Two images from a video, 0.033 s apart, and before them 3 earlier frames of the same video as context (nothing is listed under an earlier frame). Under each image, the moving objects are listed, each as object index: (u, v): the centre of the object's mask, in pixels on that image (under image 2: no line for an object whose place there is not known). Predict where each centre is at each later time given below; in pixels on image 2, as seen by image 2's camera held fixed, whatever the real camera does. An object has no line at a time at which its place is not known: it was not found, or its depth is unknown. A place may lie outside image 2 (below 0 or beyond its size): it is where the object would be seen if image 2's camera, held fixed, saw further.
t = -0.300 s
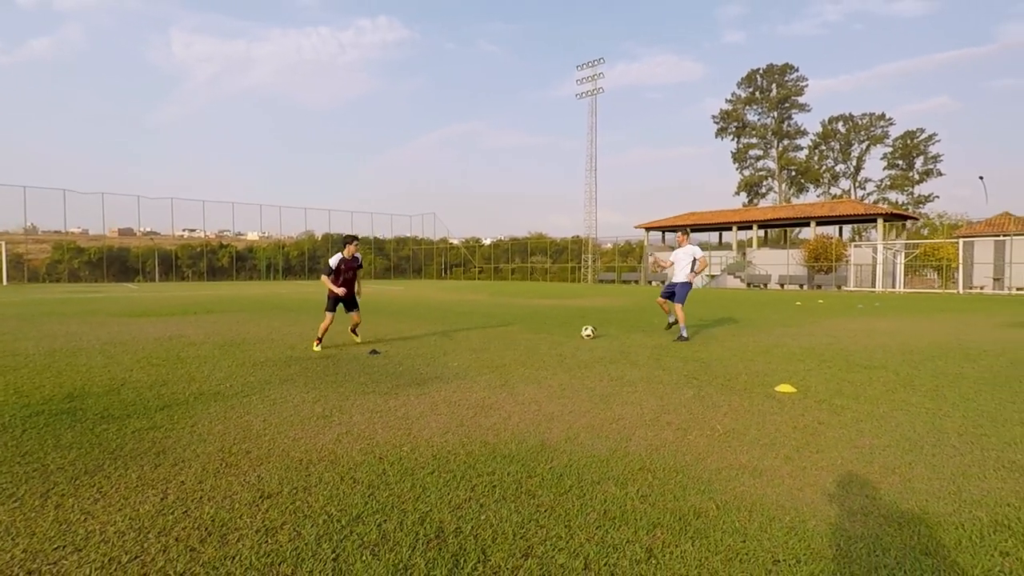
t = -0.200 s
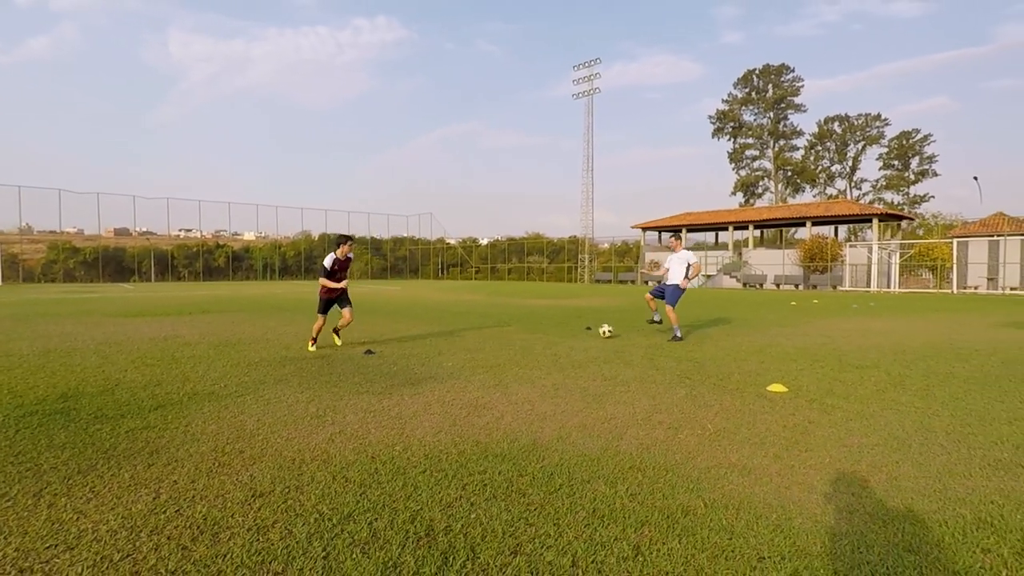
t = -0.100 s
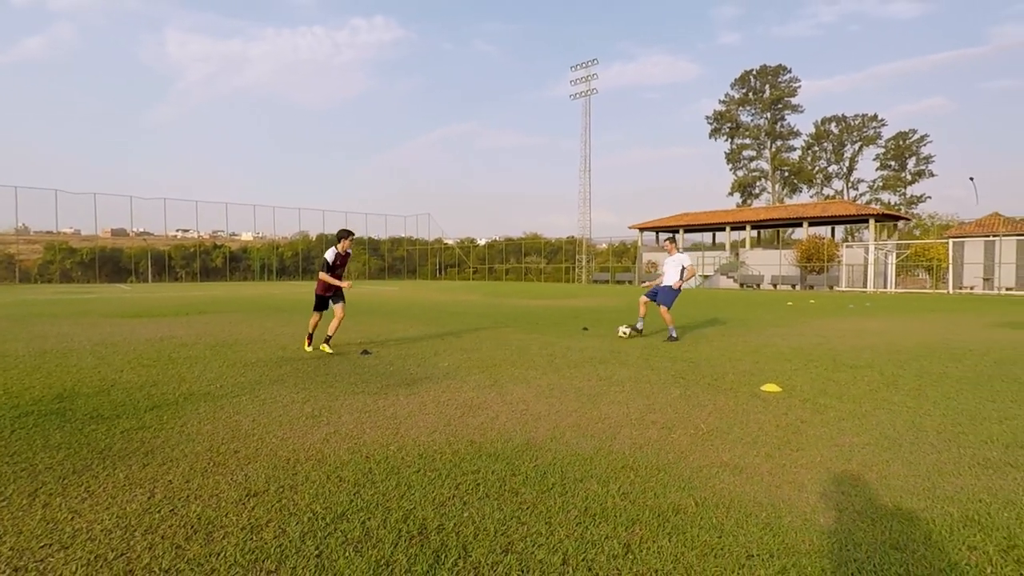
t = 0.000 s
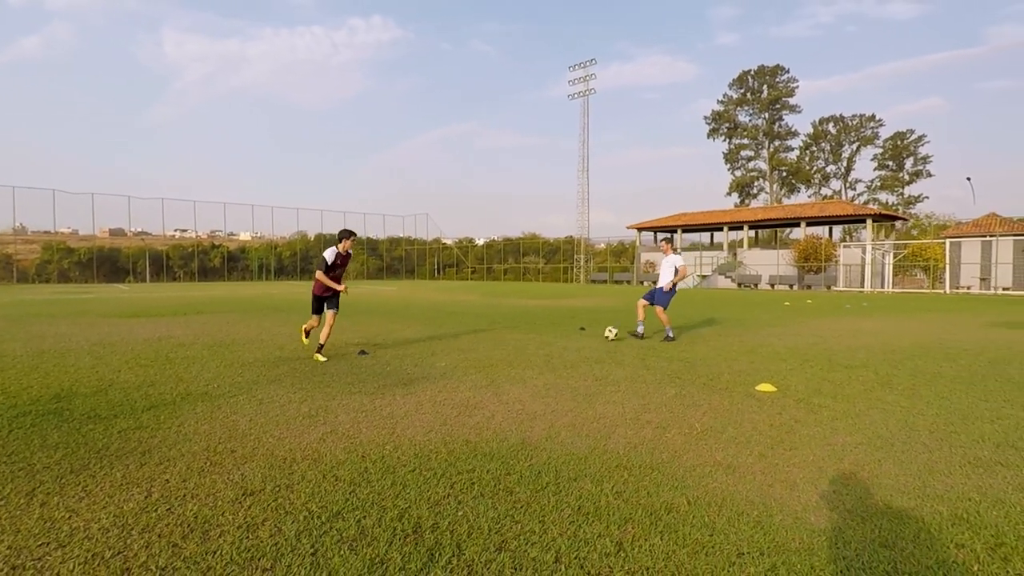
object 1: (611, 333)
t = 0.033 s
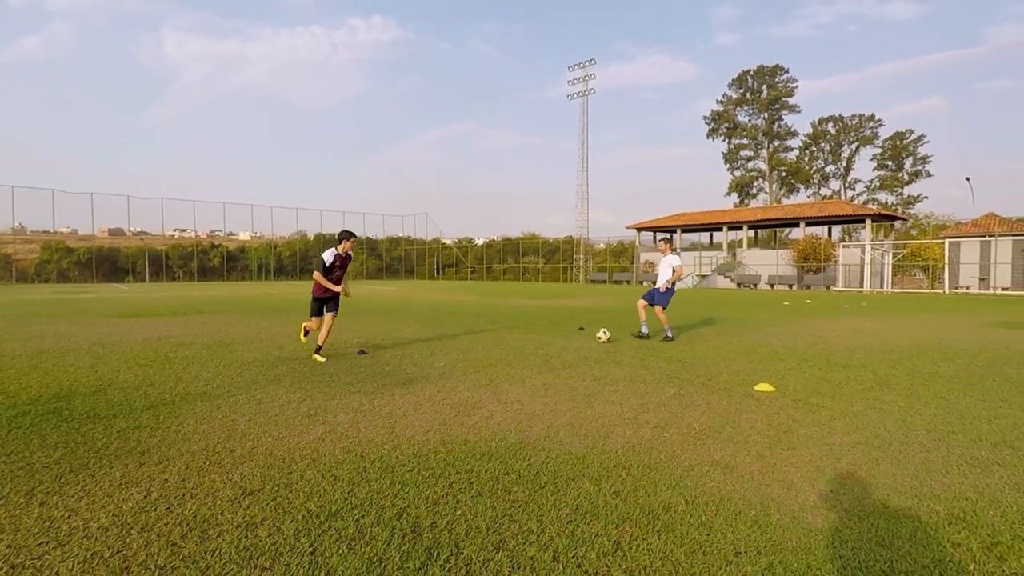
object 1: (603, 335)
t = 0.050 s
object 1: (599, 336)
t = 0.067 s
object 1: (596, 337)
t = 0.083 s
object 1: (593, 337)
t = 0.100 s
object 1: (590, 337)
